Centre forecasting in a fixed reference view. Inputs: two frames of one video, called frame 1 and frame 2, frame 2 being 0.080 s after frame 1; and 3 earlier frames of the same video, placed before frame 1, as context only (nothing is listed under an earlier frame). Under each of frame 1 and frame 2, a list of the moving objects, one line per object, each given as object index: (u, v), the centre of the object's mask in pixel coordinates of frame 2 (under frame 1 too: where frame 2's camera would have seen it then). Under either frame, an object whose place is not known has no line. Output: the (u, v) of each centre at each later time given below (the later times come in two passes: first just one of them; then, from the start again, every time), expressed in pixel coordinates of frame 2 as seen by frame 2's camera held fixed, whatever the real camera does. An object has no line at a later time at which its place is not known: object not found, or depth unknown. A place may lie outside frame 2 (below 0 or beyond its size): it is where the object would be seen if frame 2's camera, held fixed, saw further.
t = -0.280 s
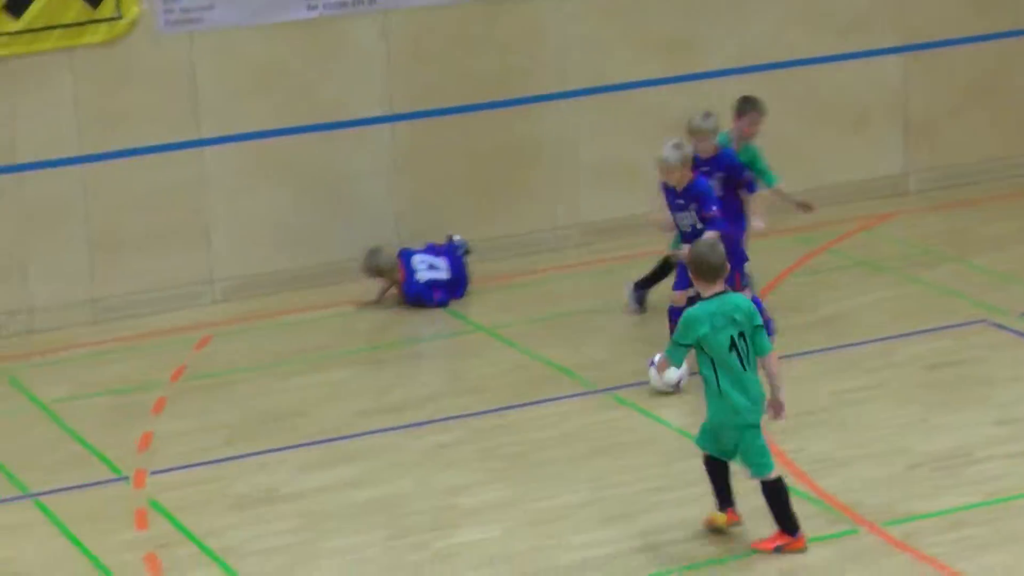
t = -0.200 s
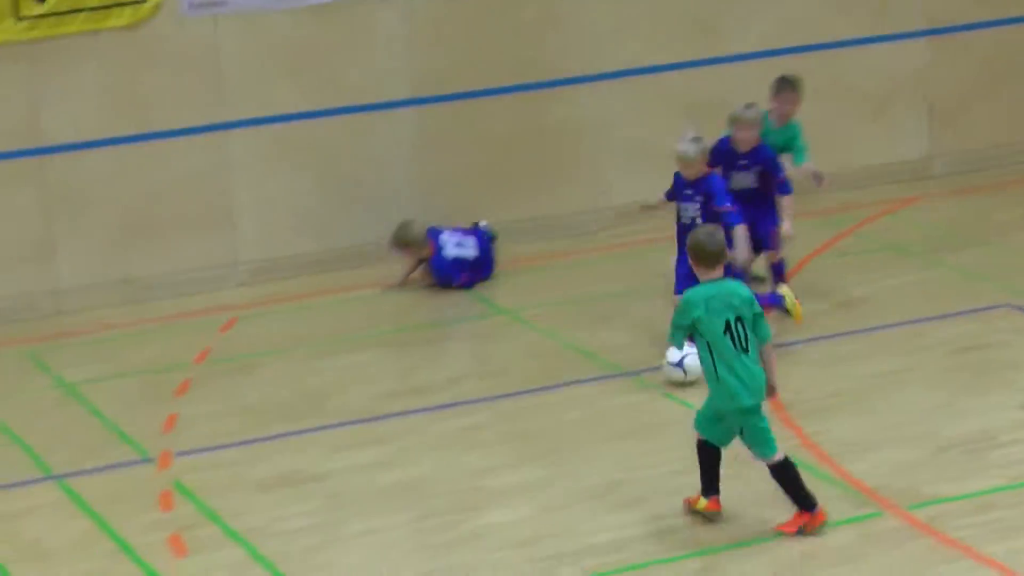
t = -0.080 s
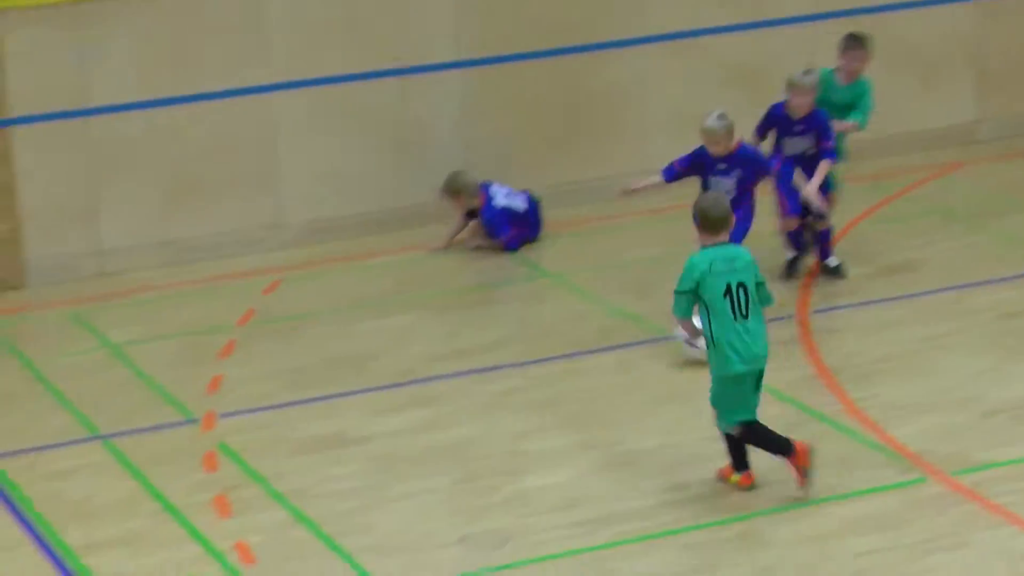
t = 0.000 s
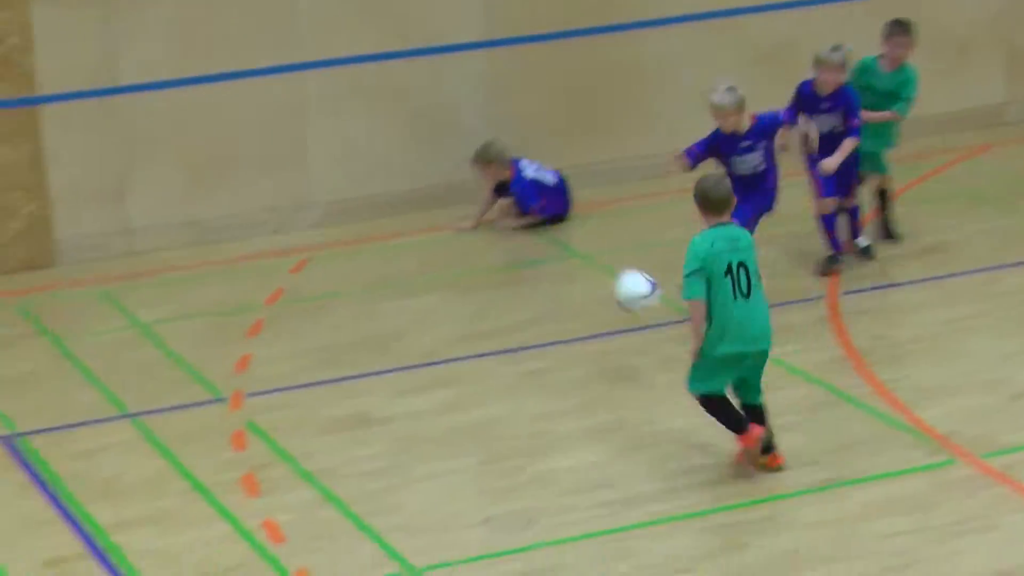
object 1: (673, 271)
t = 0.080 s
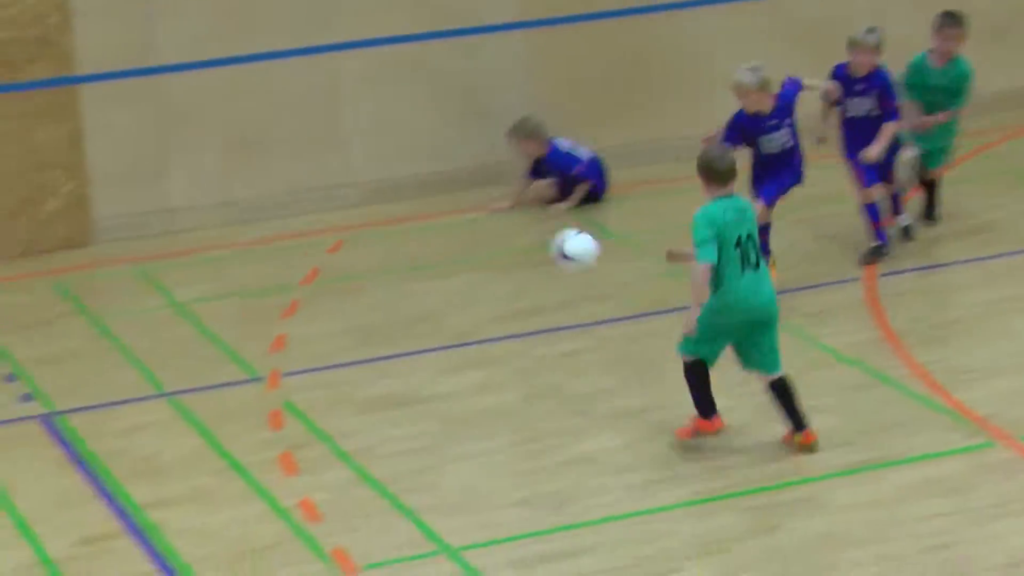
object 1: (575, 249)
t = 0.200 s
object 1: (420, 243)
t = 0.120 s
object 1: (526, 244)
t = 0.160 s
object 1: (474, 243)
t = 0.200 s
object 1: (420, 243)
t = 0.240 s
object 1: (368, 246)
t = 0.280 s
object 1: (314, 253)
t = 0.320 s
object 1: (259, 262)
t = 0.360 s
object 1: (201, 275)
